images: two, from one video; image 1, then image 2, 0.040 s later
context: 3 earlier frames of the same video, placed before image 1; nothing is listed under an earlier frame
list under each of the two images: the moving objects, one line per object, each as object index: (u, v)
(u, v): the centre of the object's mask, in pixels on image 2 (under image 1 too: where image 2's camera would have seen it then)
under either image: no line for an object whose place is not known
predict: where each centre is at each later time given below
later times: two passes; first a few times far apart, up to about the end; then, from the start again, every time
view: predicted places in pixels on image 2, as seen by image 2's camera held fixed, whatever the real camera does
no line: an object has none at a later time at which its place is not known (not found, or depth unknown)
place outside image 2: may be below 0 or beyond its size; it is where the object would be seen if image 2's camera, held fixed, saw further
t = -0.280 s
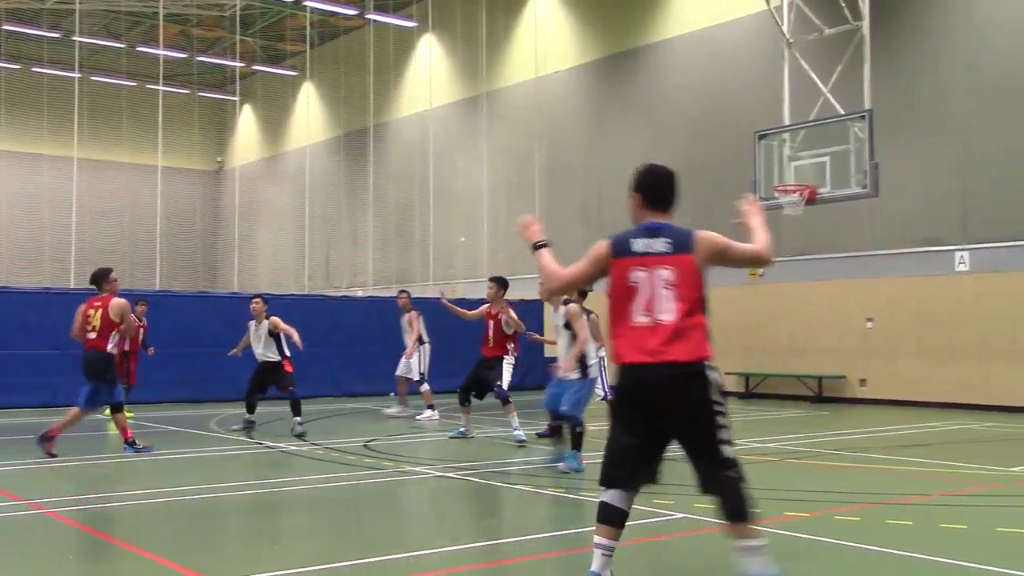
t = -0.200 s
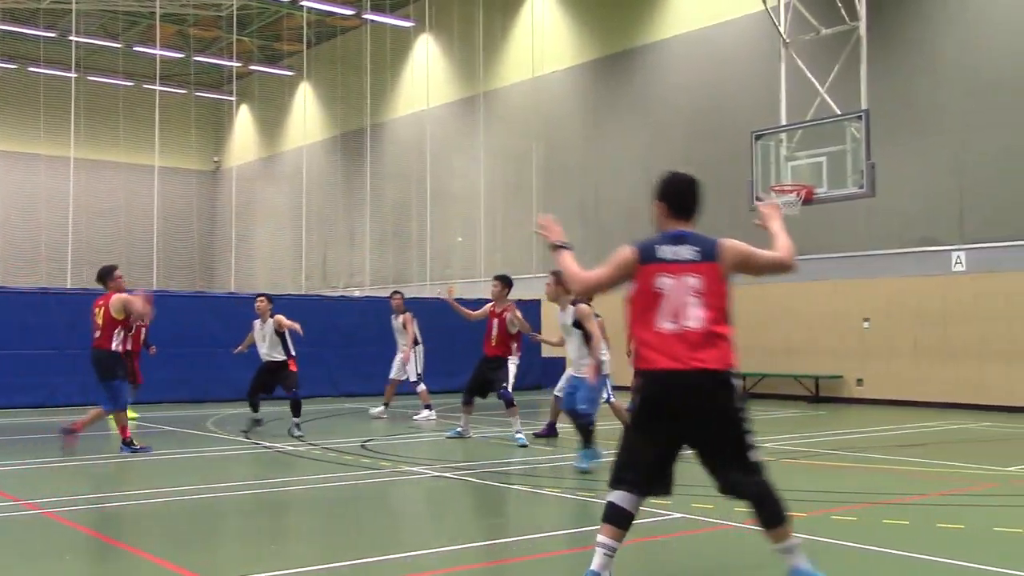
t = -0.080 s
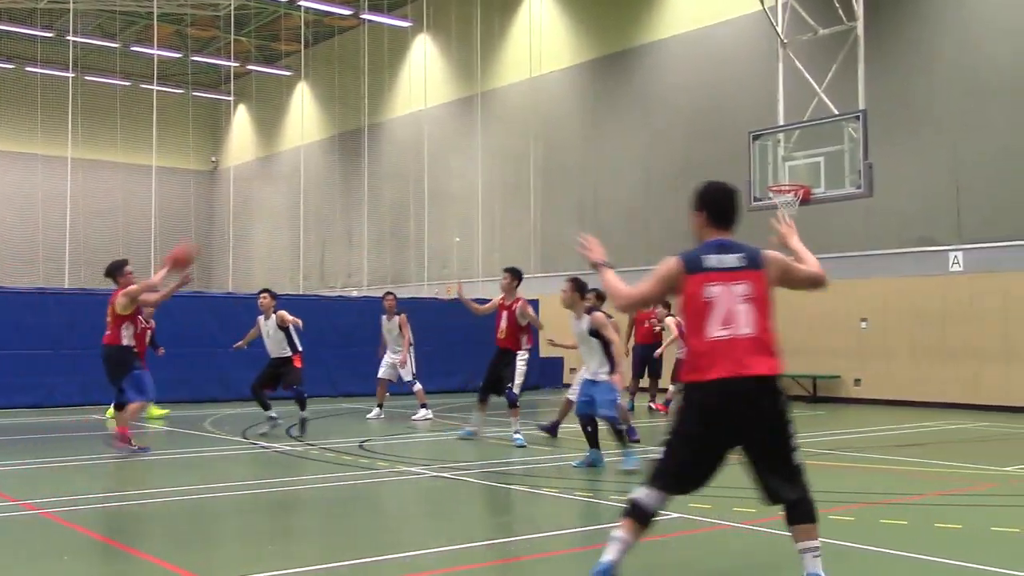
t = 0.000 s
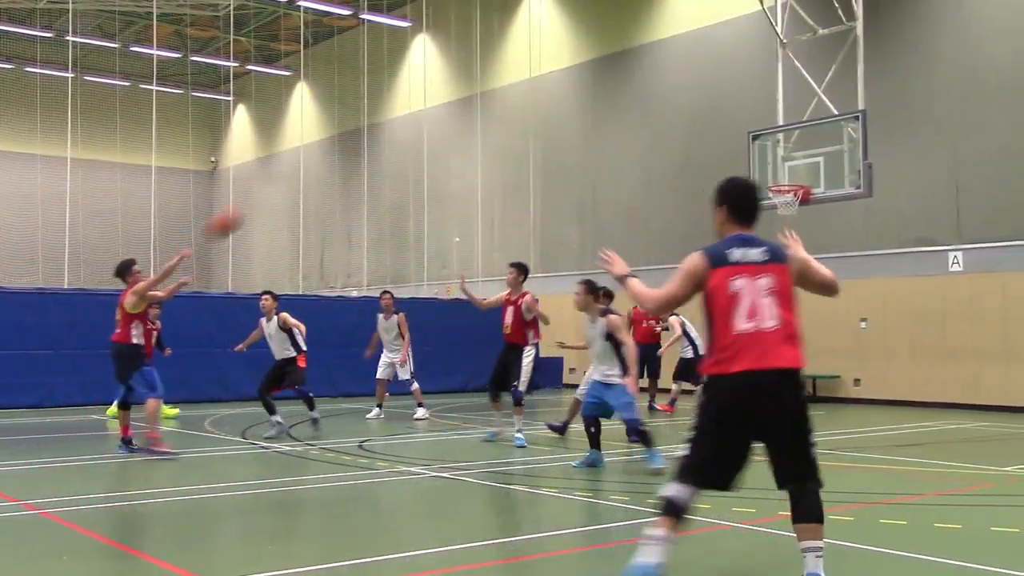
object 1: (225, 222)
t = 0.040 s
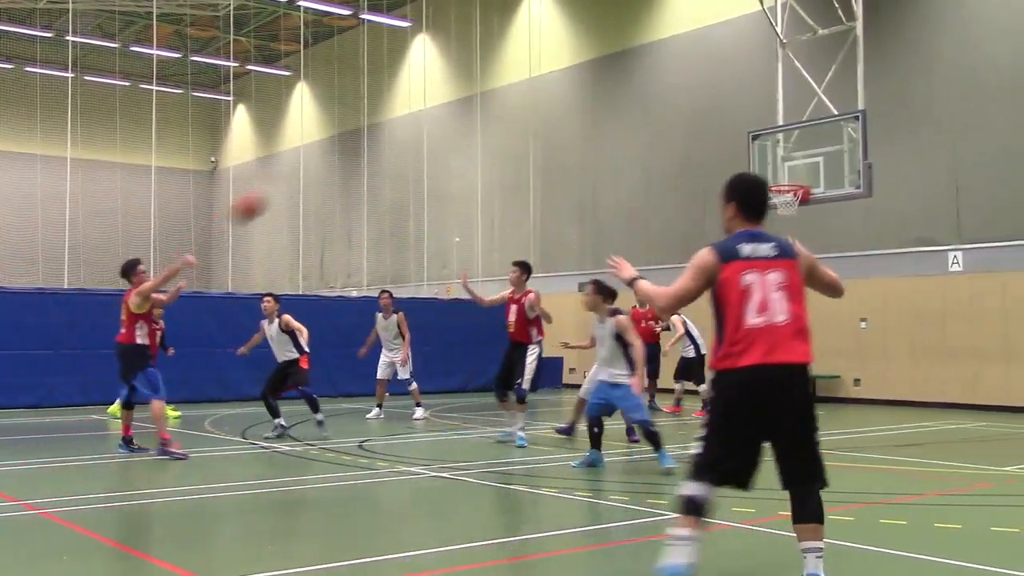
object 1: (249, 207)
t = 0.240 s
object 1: (386, 140)
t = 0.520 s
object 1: (655, 105)
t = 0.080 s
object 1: (273, 192)
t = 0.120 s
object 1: (301, 177)
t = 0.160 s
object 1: (329, 163)
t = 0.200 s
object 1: (356, 150)
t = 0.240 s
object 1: (386, 140)
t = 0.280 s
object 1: (419, 130)
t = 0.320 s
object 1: (453, 120)
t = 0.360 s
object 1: (489, 114)
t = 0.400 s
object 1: (526, 110)
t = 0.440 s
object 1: (567, 105)
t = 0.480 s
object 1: (610, 104)
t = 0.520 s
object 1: (655, 105)
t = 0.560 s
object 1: (706, 108)
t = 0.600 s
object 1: (756, 113)
